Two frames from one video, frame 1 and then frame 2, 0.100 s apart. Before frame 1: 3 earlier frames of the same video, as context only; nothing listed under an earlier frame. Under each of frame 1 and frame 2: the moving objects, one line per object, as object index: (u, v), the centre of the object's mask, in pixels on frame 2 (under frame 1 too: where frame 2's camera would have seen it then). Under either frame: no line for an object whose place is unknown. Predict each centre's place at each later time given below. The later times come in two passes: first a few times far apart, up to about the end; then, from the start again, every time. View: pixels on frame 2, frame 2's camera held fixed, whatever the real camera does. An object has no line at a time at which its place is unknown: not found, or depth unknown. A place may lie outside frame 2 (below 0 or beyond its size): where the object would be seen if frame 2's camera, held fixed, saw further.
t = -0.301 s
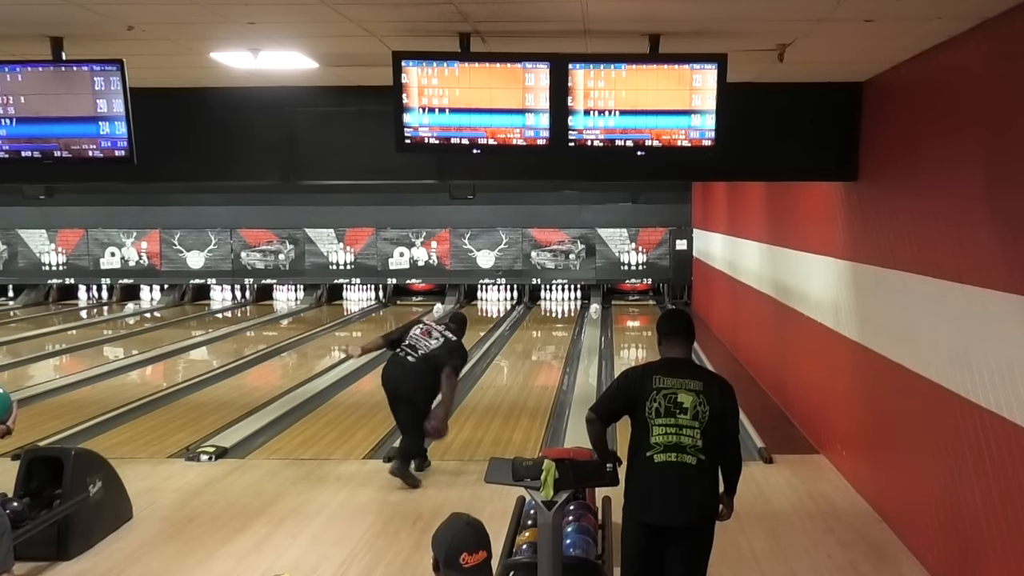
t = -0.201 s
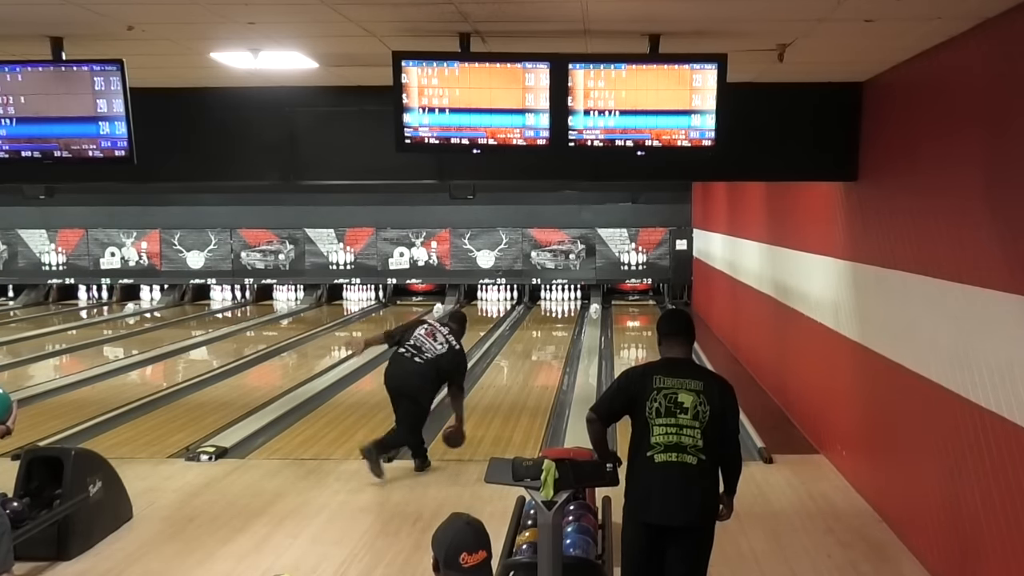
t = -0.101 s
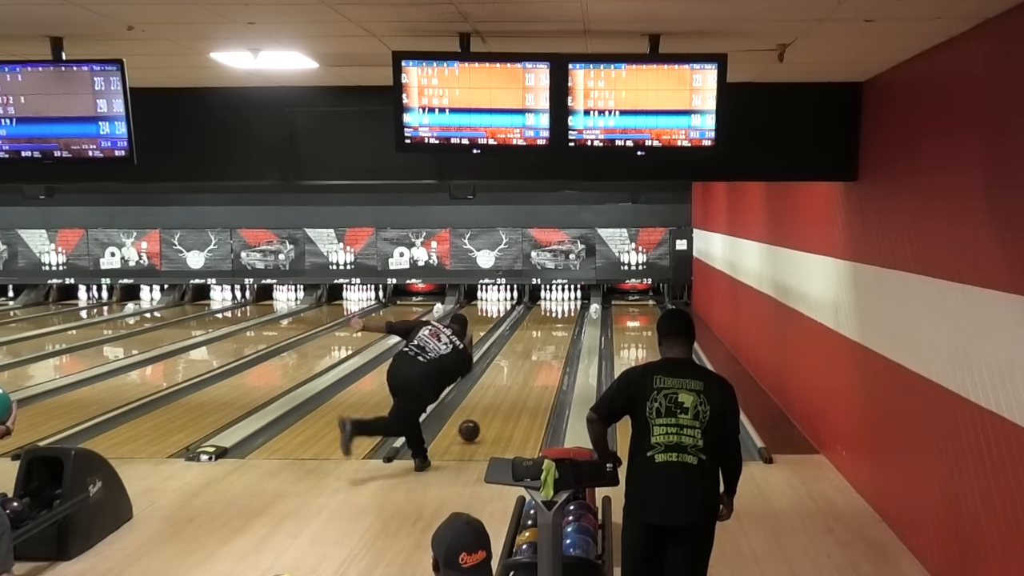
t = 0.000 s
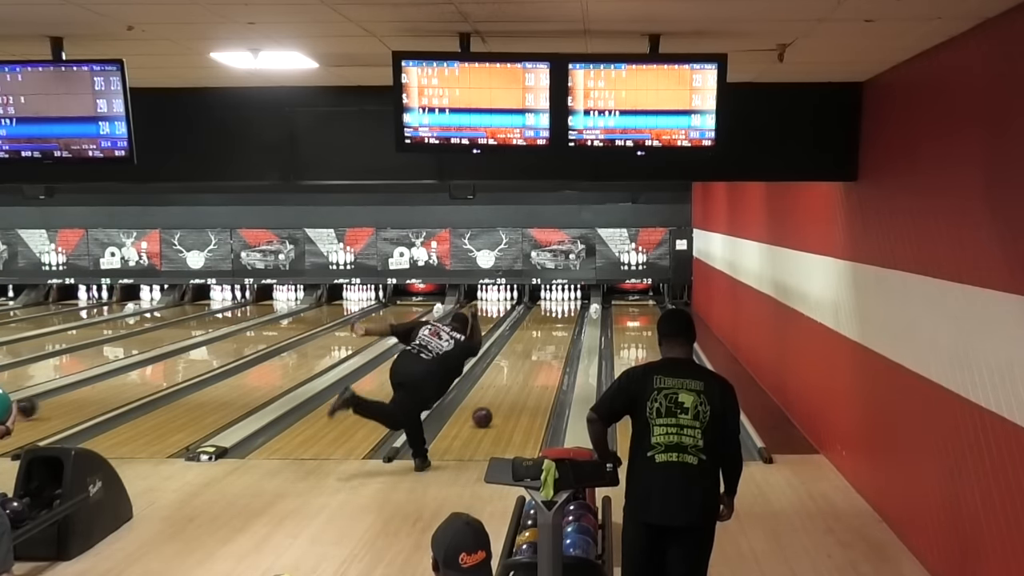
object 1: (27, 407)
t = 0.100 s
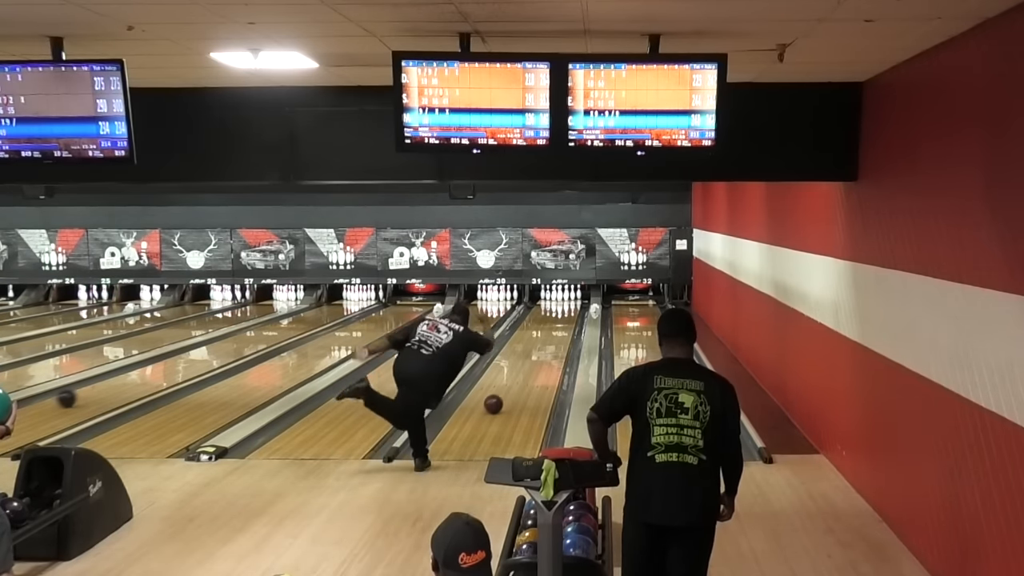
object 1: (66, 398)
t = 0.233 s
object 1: (112, 384)
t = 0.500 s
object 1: (185, 361)
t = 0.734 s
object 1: (234, 345)
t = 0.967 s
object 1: (273, 332)
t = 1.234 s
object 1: (309, 321)
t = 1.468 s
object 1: (332, 313)
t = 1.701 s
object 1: (347, 306)
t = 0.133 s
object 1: (79, 394)
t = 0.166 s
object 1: (91, 390)
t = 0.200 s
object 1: (101, 387)
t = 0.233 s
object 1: (112, 384)
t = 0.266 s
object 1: (122, 381)
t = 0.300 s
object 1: (132, 378)
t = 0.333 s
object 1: (142, 375)
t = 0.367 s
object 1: (151, 372)
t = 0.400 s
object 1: (160, 369)
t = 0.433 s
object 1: (169, 366)
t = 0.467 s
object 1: (177, 363)
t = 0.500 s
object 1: (185, 361)
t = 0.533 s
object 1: (193, 359)
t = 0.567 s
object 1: (200, 356)
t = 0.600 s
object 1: (207, 354)
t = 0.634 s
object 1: (214, 351)
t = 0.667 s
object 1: (221, 349)
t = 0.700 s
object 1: (228, 347)
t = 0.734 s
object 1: (234, 345)
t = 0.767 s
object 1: (240, 343)
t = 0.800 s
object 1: (246, 341)
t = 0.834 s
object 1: (252, 339)
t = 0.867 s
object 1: (257, 338)
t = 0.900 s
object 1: (263, 336)
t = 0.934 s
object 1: (268, 334)
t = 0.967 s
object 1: (273, 332)
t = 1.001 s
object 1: (278, 331)
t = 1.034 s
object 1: (283, 329)
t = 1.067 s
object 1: (288, 328)
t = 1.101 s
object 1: (292, 326)
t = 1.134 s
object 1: (296, 325)
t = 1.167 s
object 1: (300, 324)
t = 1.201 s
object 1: (305, 322)
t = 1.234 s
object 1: (309, 321)
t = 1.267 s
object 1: (312, 320)
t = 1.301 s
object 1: (316, 319)
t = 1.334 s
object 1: (320, 318)
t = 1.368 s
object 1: (323, 316)
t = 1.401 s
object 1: (326, 315)
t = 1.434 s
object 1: (329, 314)
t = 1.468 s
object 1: (332, 313)
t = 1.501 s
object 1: (334, 312)
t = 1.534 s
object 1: (337, 311)
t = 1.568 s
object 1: (339, 310)
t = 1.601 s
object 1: (342, 309)
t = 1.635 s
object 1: (344, 308)
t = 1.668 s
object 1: (346, 307)
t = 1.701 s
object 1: (347, 306)
